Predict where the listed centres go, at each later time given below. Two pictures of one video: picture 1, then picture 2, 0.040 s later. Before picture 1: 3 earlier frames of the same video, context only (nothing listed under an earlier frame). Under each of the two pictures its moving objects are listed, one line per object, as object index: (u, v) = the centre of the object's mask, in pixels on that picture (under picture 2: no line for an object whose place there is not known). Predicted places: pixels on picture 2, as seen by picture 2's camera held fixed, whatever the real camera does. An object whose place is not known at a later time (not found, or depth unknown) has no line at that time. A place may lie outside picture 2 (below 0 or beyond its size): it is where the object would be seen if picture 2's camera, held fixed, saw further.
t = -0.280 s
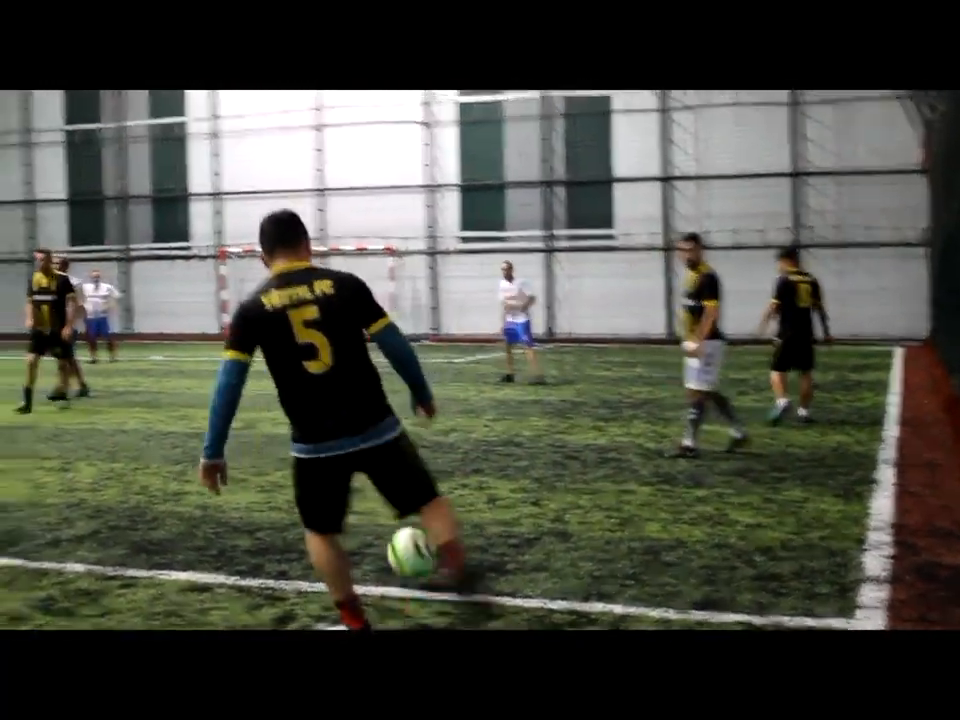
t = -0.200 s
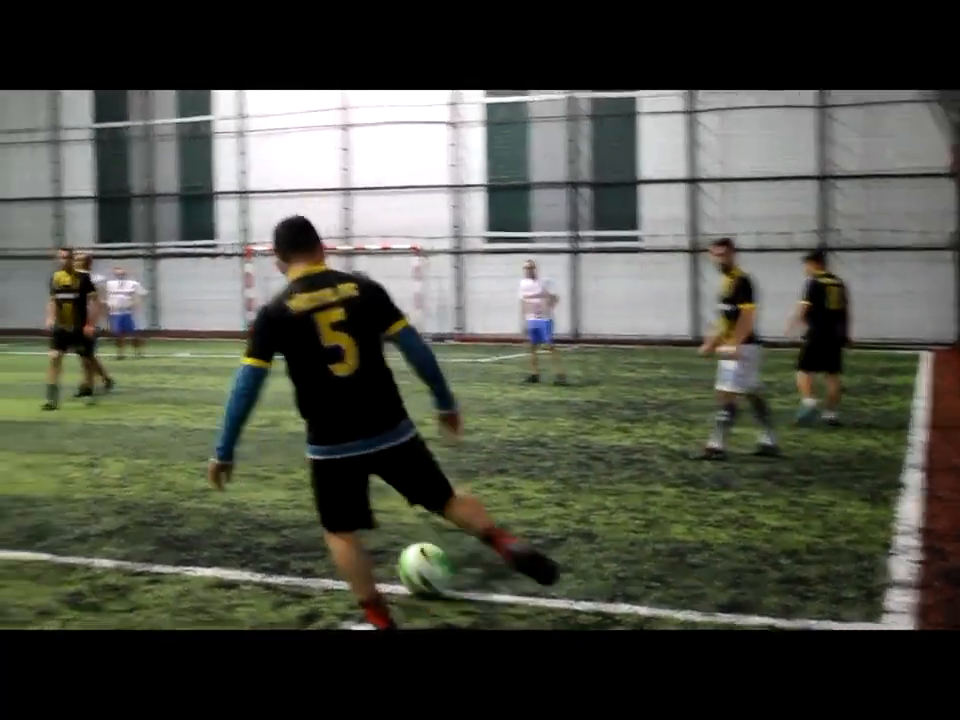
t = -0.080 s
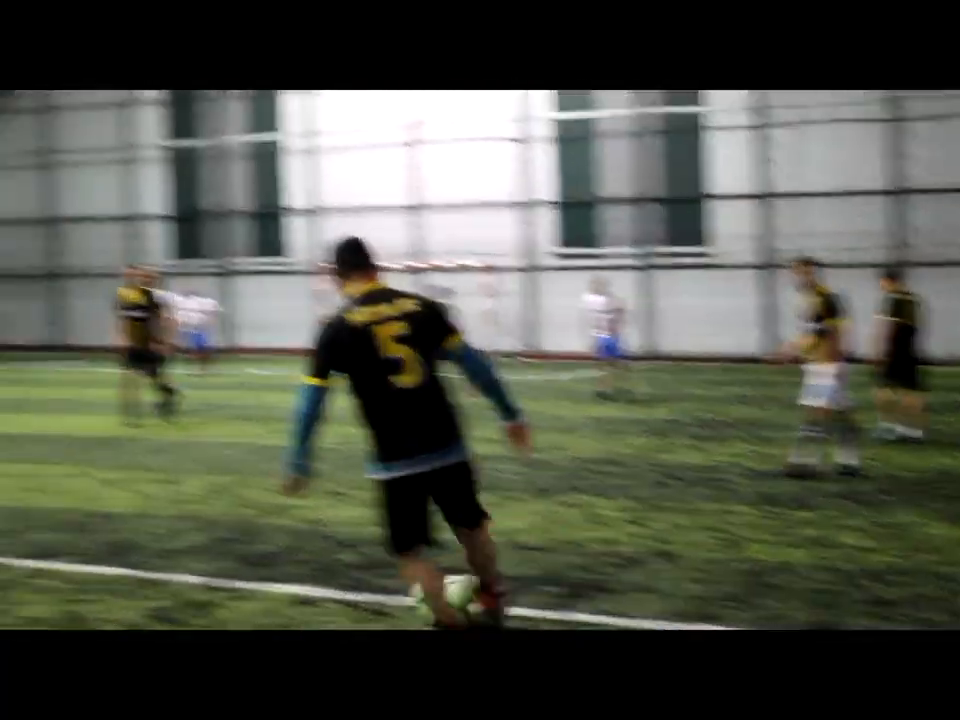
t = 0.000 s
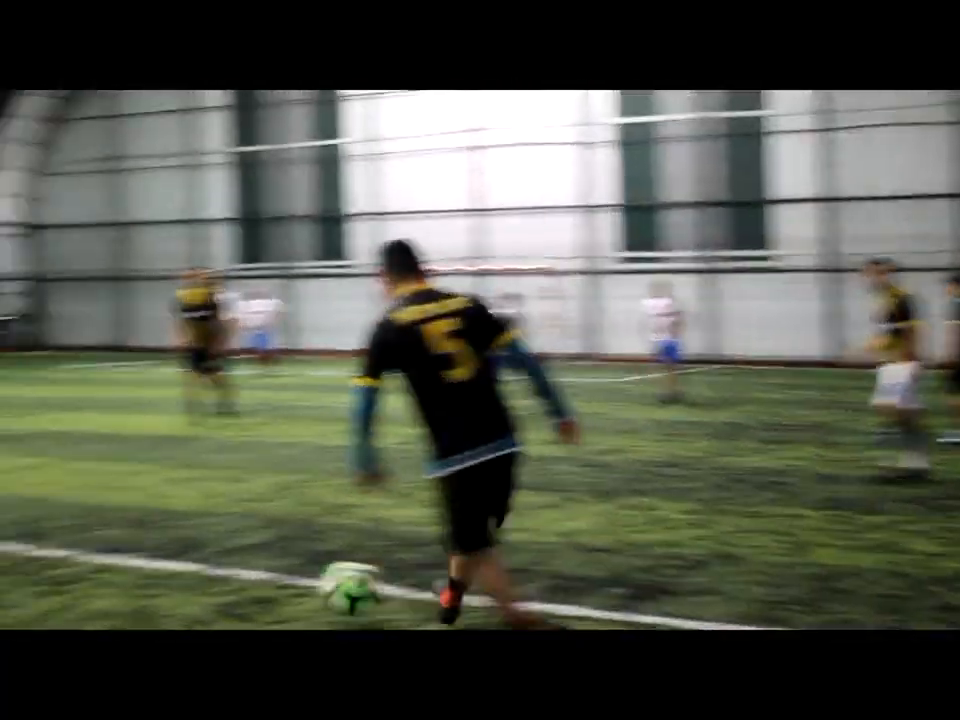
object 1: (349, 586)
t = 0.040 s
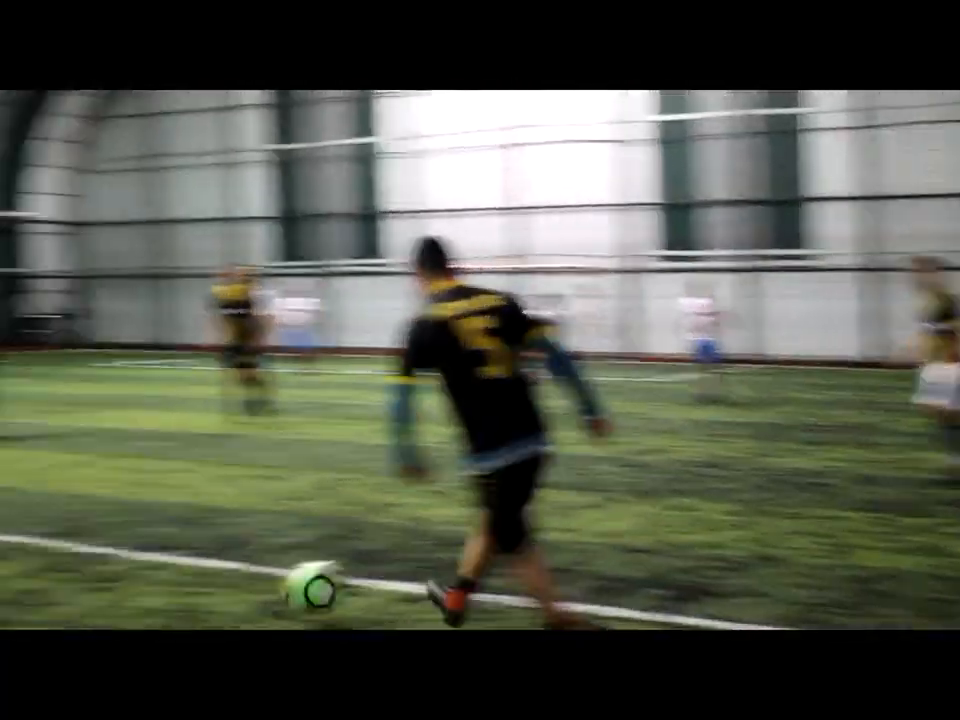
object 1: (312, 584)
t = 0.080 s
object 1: (237, 590)
